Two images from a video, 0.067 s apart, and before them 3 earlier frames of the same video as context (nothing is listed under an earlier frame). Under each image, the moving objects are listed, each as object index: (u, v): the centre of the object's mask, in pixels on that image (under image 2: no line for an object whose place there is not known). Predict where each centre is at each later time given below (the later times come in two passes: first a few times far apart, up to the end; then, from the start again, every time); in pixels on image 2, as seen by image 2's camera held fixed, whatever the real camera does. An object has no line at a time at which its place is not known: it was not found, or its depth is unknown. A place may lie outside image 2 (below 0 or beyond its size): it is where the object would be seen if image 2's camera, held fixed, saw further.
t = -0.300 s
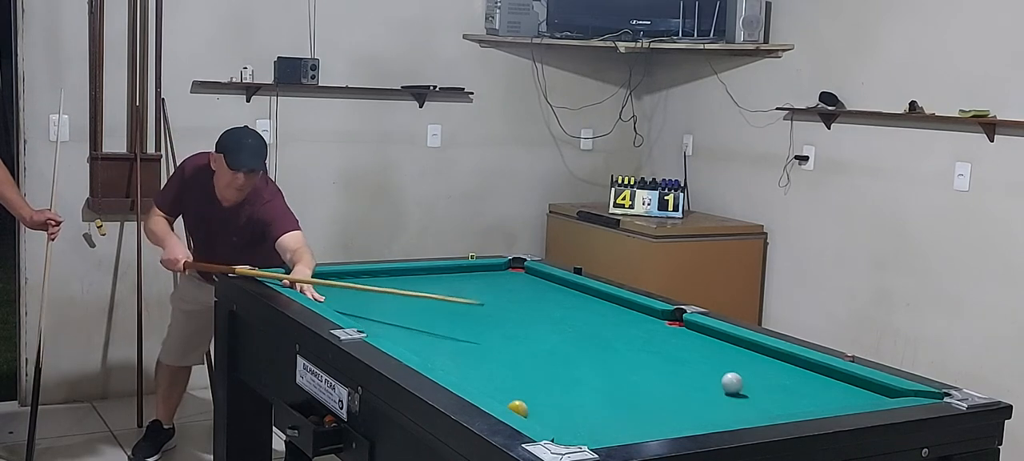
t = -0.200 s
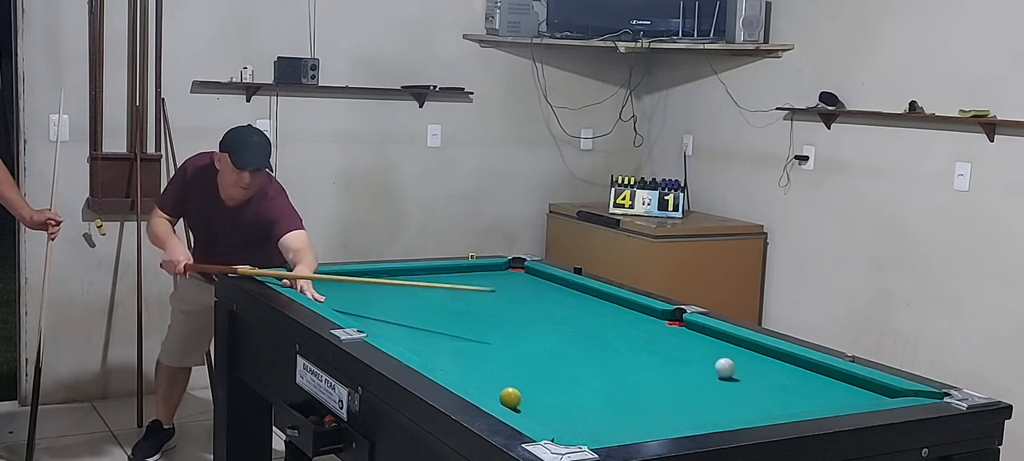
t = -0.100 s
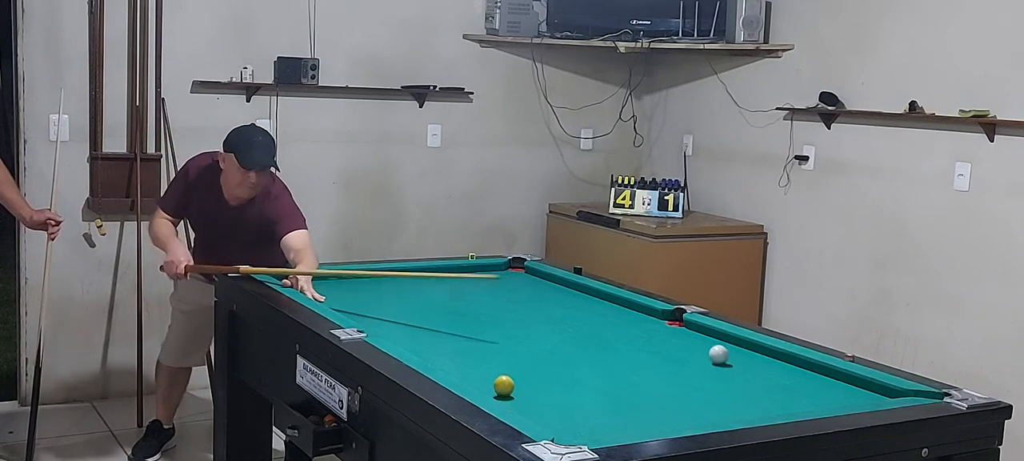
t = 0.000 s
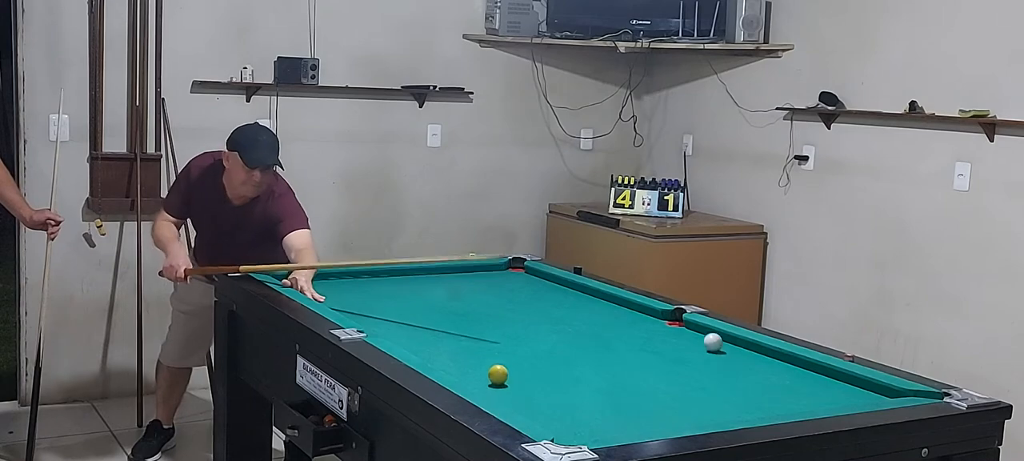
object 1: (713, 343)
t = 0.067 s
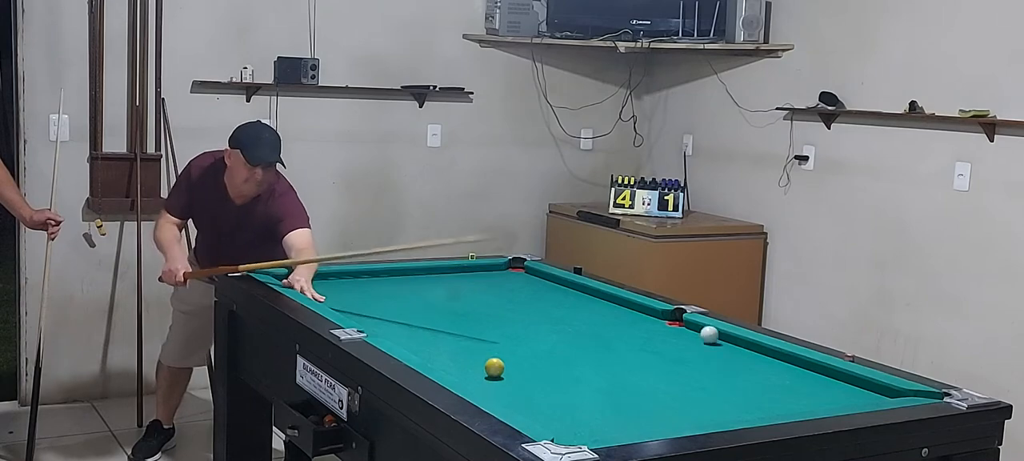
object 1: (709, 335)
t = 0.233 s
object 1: (657, 321)
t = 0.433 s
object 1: (589, 310)
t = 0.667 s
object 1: (515, 297)
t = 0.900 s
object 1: (450, 285)
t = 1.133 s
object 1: (390, 275)
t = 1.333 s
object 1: (363, 277)
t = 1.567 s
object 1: (344, 287)
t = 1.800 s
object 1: (325, 298)
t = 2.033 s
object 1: (346, 306)
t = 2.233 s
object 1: (380, 313)
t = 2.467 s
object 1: (420, 319)
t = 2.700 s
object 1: (459, 326)
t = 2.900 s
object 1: (493, 332)
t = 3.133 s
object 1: (533, 338)
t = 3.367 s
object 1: (572, 345)
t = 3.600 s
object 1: (611, 352)
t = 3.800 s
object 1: (644, 357)
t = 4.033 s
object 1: (682, 364)
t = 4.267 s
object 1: (720, 370)
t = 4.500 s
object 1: (757, 377)
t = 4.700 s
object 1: (788, 383)
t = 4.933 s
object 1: (823, 388)
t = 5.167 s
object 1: (857, 393)
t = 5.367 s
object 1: (884, 394)
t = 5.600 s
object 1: (887, 392)
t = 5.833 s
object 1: (882, 389)
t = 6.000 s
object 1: (876, 388)
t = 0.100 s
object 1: (708, 331)
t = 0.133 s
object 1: (695, 329)
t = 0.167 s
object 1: (682, 326)
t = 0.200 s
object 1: (670, 324)
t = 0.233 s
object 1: (657, 321)
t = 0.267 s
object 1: (646, 320)
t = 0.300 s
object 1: (634, 318)
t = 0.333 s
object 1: (622, 316)
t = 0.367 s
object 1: (610, 314)
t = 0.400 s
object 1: (599, 312)
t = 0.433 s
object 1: (589, 310)
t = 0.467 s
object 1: (577, 308)
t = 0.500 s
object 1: (567, 306)
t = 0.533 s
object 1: (556, 304)
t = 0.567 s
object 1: (546, 302)
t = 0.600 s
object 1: (535, 300)
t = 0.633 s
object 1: (525, 299)
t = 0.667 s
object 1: (515, 297)
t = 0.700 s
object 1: (505, 295)
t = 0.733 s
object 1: (496, 293)
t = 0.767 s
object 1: (486, 291)
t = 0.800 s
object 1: (477, 290)
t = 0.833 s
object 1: (468, 288)
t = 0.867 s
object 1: (458, 286)
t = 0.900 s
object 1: (450, 285)
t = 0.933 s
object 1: (441, 284)
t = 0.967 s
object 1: (432, 282)
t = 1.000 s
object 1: (423, 281)
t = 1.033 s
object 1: (414, 279)
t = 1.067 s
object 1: (406, 278)
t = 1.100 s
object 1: (398, 276)
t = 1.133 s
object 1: (390, 275)
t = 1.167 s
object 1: (381, 273)
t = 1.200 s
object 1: (374, 272)
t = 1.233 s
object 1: (370, 273)
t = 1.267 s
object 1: (367, 274)
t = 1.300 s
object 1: (365, 276)
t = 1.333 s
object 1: (363, 277)
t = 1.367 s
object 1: (360, 279)
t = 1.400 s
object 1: (357, 280)
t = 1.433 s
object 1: (355, 281)
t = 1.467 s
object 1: (352, 283)
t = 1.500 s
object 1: (350, 285)
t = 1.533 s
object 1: (347, 286)
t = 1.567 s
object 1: (344, 287)
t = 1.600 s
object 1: (341, 289)
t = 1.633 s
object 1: (339, 291)
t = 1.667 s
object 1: (336, 292)
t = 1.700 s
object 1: (333, 294)
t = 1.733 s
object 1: (330, 295)
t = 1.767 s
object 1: (328, 297)
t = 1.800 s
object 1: (325, 298)
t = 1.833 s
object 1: (322, 298)
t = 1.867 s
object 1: (320, 299)
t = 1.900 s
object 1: (324, 300)
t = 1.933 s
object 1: (329, 301)
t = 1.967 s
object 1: (335, 303)
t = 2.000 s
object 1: (341, 305)
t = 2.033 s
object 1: (346, 306)
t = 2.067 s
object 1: (351, 308)
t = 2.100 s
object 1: (357, 308)
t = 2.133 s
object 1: (363, 310)
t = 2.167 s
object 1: (368, 311)
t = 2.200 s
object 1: (374, 312)
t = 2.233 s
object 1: (380, 313)
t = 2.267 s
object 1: (385, 313)
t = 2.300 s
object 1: (391, 315)
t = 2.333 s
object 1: (397, 315)
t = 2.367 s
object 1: (402, 316)
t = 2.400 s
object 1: (408, 317)
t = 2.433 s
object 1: (414, 318)
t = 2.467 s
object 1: (420, 319)
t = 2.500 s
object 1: (425, 320)
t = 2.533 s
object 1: (431, 321)
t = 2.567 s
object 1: (437, 322)
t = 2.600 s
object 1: (442, 323)
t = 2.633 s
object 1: (448, 324)
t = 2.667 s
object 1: (454, 325)
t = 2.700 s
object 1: (459, 326)
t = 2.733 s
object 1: (465, 327)
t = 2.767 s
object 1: (470, 328)
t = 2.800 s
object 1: (476, 329)
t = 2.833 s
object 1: (482, 330)
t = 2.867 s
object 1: (487, 331)
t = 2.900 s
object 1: (493, 332)
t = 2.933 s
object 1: (498, 333)
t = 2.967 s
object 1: (504, 334)
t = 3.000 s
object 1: (510, 335)
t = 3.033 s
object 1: (516, 336)
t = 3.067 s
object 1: (521, 337)
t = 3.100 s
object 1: (527, 337)
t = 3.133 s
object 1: (533, 338)
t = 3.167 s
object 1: (538, 339)
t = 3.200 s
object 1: (544, 340)
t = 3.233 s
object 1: (550, 341)
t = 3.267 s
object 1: (555, 342)
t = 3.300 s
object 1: (560, 343)
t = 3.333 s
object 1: (566, 344)
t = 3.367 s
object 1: (572, 345)
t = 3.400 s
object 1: (578, 346)
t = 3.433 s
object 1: (583, 347)
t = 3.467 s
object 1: (589, 348)
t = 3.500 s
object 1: (594, 349)
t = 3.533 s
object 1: (600, 350)
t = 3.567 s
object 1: (606, 351)
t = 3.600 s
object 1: (611, 352)
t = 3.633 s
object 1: (617, 353)
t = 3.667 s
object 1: (622, 354)
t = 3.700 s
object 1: (628, 355)
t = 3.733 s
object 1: (634, 356)
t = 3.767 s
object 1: (639, 356)
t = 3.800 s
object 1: (644, 357)
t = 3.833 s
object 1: (650, 358)
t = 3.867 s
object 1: (655, 359)
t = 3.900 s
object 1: (661, 360)
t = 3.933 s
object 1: (666, 361)
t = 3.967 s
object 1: (672, 362)
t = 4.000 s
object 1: (677, 363)
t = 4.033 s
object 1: (682, 364)
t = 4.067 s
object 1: (688, 365)
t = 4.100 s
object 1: (694, 366)
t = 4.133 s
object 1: (699, 367)
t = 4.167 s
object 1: (704, 368)
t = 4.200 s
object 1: (710, 369)
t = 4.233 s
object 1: (715, 369)
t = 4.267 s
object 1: (720, 370)
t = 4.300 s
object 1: (726, 371)
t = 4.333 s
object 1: (731, 372)
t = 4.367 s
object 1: (736, 373)
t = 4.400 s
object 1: (741, 374)
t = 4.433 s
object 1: (746, 375)
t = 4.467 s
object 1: (752, 376)
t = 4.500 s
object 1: (757, 377)
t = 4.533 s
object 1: (762, 378)
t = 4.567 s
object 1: (768, 379)
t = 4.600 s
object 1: (773, 380)
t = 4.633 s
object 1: (778, 381)
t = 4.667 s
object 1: (783, 382)
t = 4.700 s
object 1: (788, 383)
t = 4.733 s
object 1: (793, 383)
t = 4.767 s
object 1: (798, 384)
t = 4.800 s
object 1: (803, 385)
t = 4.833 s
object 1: (808, 386)
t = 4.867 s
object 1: (813, 387)
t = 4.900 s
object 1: (818, 388)
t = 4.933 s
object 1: (823, 388)
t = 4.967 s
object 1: (828, 389)
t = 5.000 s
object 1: (833, 390)
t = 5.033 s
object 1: (838, 391)
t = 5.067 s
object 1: (843, 392)
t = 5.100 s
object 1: (847, 392)
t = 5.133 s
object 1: (852, 392)
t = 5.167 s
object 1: (857, 393)
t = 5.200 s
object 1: (861, 393)
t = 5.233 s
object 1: (866, 393)
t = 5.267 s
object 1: (871, 393)
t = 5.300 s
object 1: (875, 393)
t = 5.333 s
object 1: (880, 394)
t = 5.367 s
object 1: (884, 394)
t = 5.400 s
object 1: (889, 394)
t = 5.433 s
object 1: (890, 394)
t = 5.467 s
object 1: (890, 394)
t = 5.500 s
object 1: (889, 393)
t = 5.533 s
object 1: (889, 393)
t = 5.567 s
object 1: (888, 392)
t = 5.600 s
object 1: (887, 392)
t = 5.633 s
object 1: (886, 392)
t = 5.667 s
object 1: (885, 391)
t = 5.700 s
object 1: (885, 391)
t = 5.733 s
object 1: (884, 391)
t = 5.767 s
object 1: (883, 390)
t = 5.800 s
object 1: (882, 390)
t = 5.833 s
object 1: (882, 389)
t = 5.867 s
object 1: (880, 389)
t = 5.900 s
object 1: (880, 389)
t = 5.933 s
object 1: (879, 388)
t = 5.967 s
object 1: (878, 388)
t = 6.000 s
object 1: (876, 388)
